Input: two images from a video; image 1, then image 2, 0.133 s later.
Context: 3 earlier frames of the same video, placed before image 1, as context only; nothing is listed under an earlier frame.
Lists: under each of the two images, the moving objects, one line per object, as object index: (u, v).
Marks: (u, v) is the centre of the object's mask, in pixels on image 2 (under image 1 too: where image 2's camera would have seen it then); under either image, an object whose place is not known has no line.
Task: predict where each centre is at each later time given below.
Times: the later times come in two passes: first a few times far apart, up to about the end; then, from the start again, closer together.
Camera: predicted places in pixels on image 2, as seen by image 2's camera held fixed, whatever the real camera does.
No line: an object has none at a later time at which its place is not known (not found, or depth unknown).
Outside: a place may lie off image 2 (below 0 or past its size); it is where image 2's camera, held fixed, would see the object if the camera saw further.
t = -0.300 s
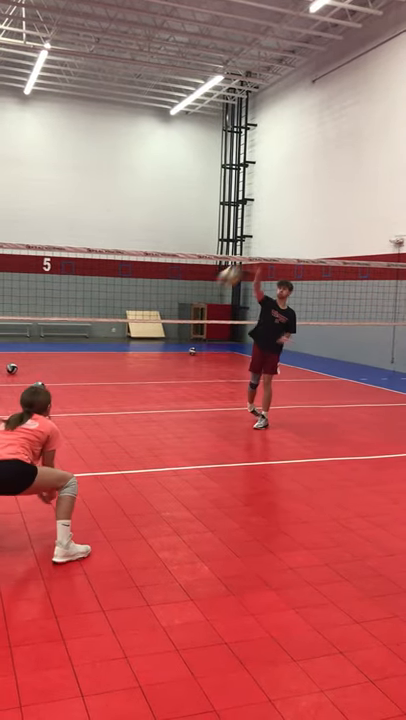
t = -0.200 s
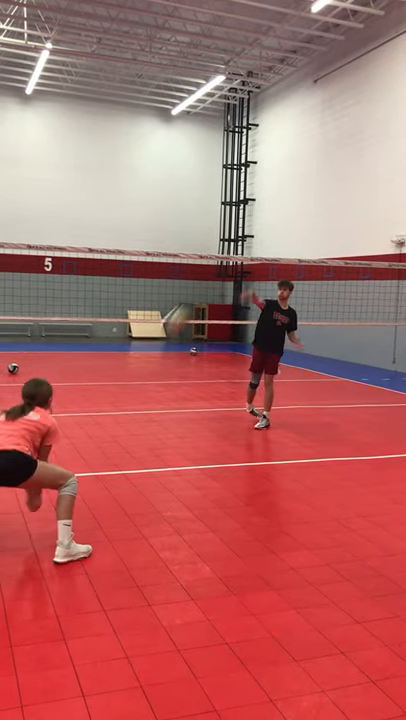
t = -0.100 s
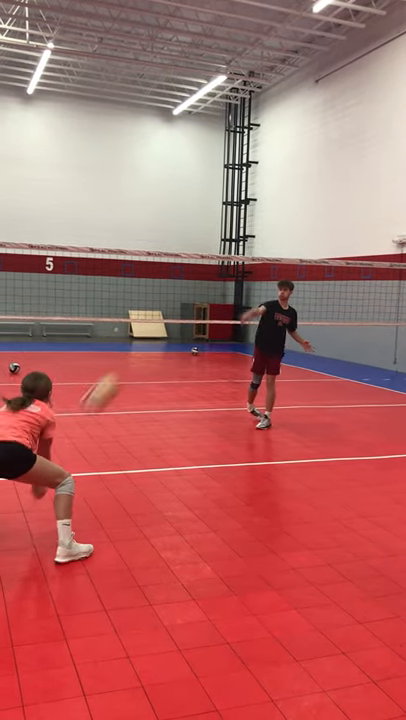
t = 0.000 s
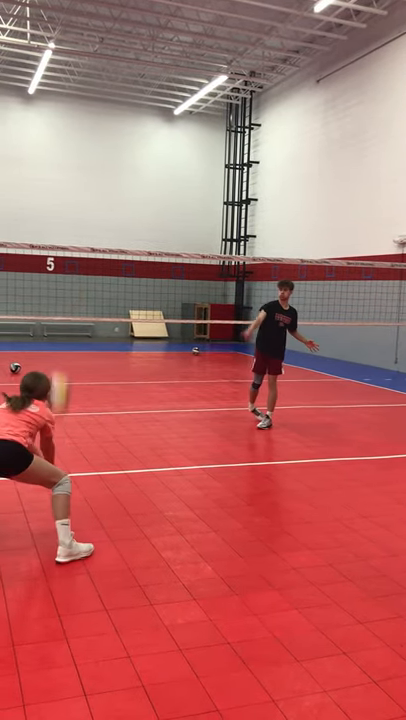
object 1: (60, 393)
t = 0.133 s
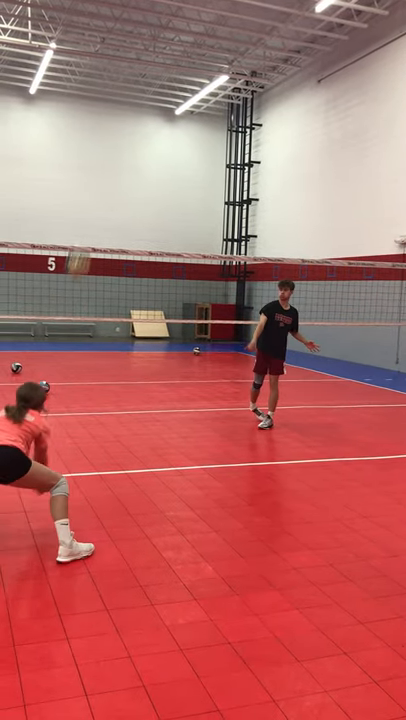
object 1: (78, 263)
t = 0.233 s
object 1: (90, 194)
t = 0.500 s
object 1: (114, 96)
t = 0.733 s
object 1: (129, 81)
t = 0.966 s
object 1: (140, 106)
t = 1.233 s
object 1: (148, 166)
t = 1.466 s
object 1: (152, 238)
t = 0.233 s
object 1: (90, 194)
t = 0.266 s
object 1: (94, 173)
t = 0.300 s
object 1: (98, 158)
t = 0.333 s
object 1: (101, 143)
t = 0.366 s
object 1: (104, 131)
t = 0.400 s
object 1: (106, 120)
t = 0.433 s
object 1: (109, 111)
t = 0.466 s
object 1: (112, 103)
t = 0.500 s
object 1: (114, 96)
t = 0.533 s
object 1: (117, 91)
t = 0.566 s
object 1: (119, 86)
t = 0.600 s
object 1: (122, 84)
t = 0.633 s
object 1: (123, 83)
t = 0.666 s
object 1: (125, 82)
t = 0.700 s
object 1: (127, 81)
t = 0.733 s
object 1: (129, 81)
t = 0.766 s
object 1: (131, 83)
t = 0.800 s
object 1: (133, 85)
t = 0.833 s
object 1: (135, 88)
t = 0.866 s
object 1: (136, 92)
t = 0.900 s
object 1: (137, 96)
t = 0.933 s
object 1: (138, 101)
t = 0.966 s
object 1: (140, 106)
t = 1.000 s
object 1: (141, 112)
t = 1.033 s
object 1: (142, 119)
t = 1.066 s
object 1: (143, 125)
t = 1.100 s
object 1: (145, 133)
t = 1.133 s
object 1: (145, 141)
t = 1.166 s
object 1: (146, 150)
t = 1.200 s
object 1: (147, 158)
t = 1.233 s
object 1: (148, 166)
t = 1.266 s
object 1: (148, 176)
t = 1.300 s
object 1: (150, 186)
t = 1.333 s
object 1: (150, 196)
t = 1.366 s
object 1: (150, 205)
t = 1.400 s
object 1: (150, 216)
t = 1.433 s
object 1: (151, 228)
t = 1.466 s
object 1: (152, 238)
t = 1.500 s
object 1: (153, 245)
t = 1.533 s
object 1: (152, 261)
